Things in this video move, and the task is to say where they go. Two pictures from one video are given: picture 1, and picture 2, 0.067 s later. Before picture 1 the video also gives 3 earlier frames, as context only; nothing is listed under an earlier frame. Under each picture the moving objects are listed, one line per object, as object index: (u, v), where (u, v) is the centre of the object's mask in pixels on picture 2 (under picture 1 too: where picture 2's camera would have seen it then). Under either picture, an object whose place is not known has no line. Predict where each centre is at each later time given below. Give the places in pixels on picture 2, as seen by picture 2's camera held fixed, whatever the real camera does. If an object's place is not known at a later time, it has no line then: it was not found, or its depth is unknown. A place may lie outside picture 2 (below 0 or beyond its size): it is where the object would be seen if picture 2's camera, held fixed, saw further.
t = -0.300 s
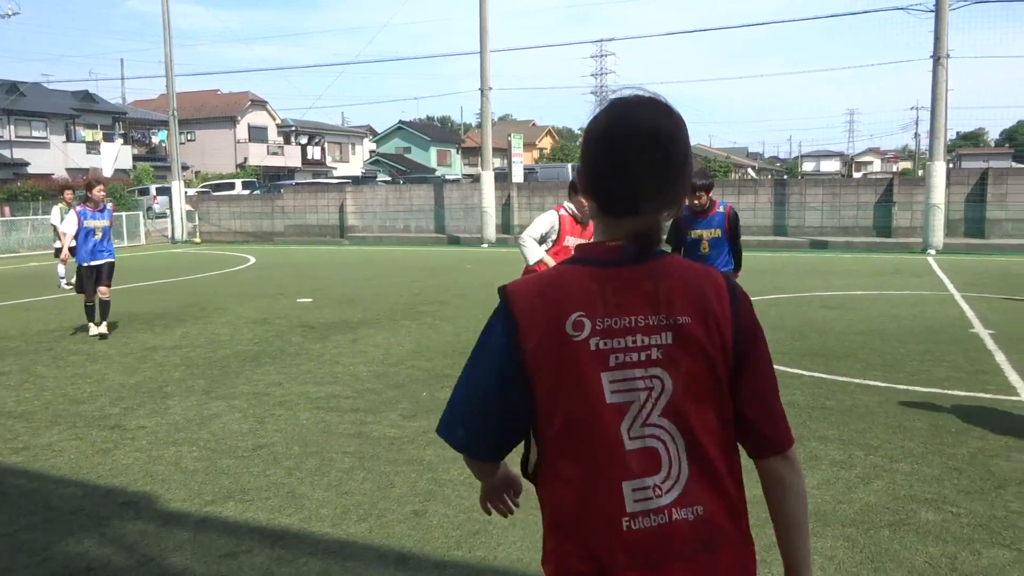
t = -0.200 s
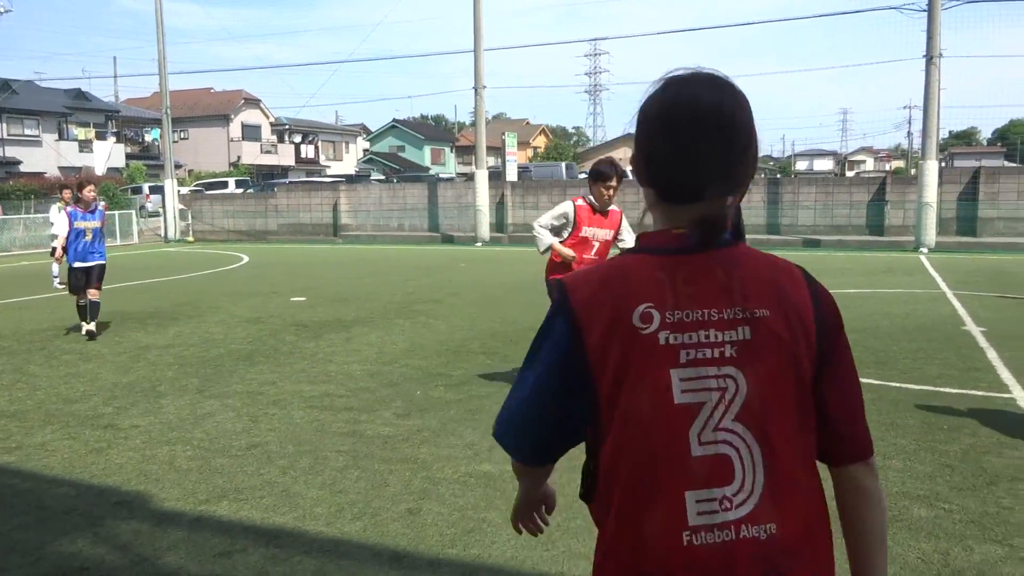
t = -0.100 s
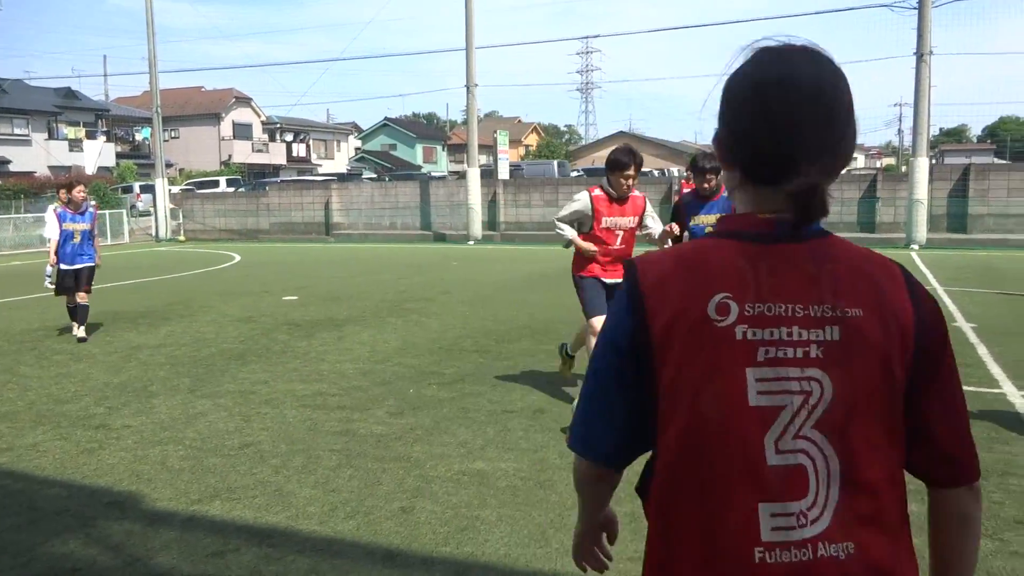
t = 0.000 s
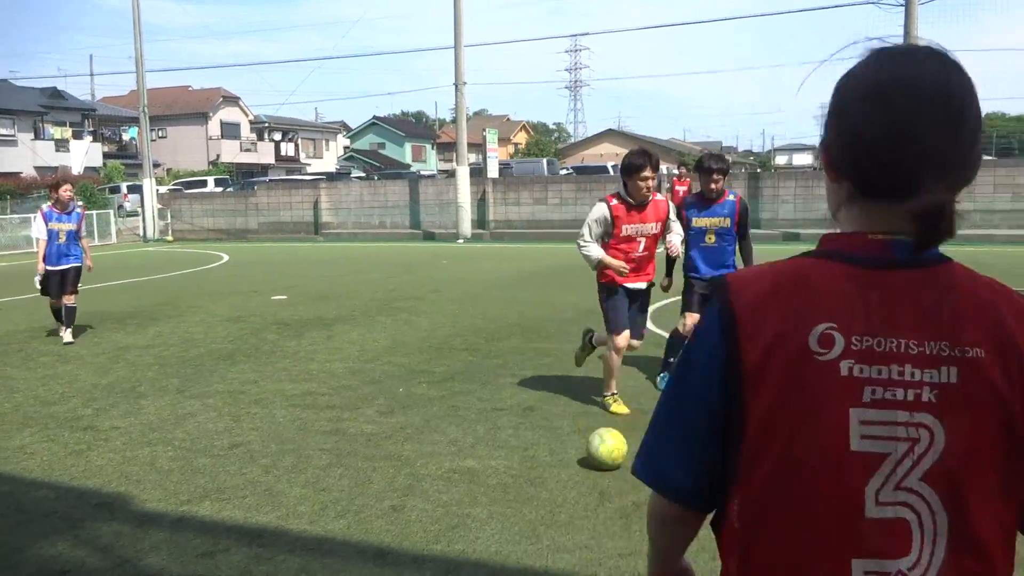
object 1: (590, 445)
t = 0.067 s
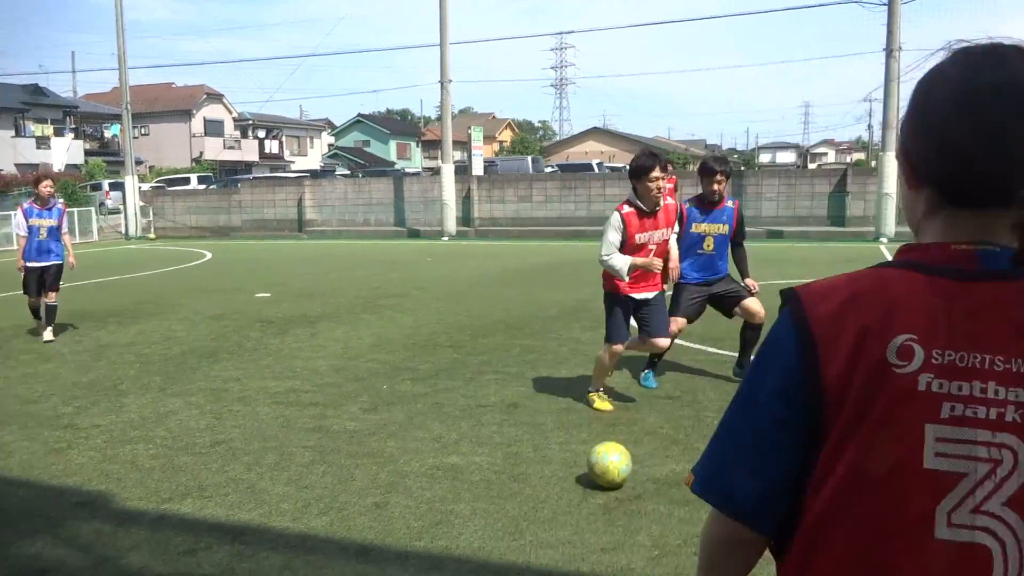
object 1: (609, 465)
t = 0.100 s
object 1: (620, 479)
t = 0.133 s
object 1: (631, 493)
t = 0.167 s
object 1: (644, 506)
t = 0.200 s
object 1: (657, 520)
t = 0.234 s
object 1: (671, 534)
